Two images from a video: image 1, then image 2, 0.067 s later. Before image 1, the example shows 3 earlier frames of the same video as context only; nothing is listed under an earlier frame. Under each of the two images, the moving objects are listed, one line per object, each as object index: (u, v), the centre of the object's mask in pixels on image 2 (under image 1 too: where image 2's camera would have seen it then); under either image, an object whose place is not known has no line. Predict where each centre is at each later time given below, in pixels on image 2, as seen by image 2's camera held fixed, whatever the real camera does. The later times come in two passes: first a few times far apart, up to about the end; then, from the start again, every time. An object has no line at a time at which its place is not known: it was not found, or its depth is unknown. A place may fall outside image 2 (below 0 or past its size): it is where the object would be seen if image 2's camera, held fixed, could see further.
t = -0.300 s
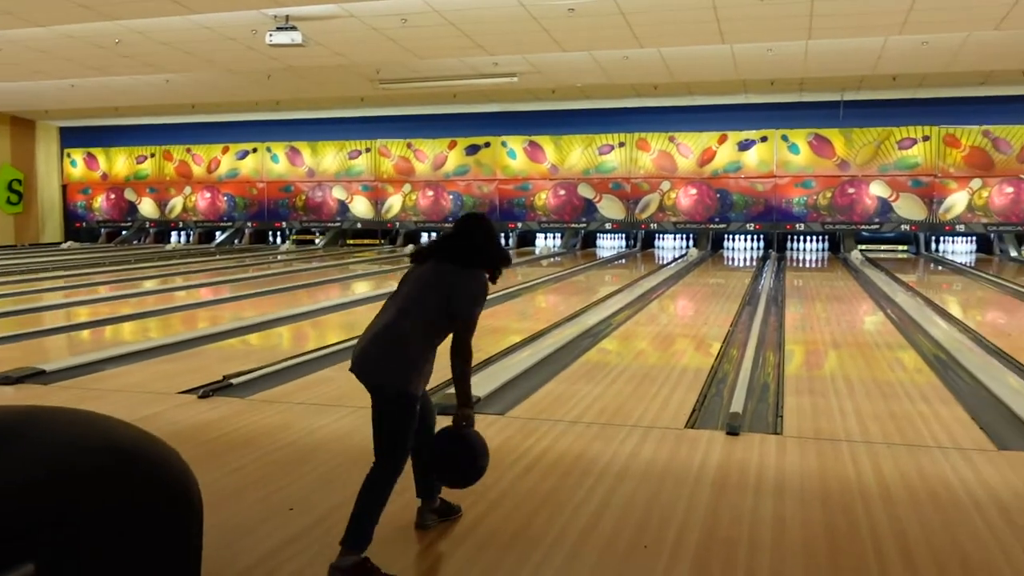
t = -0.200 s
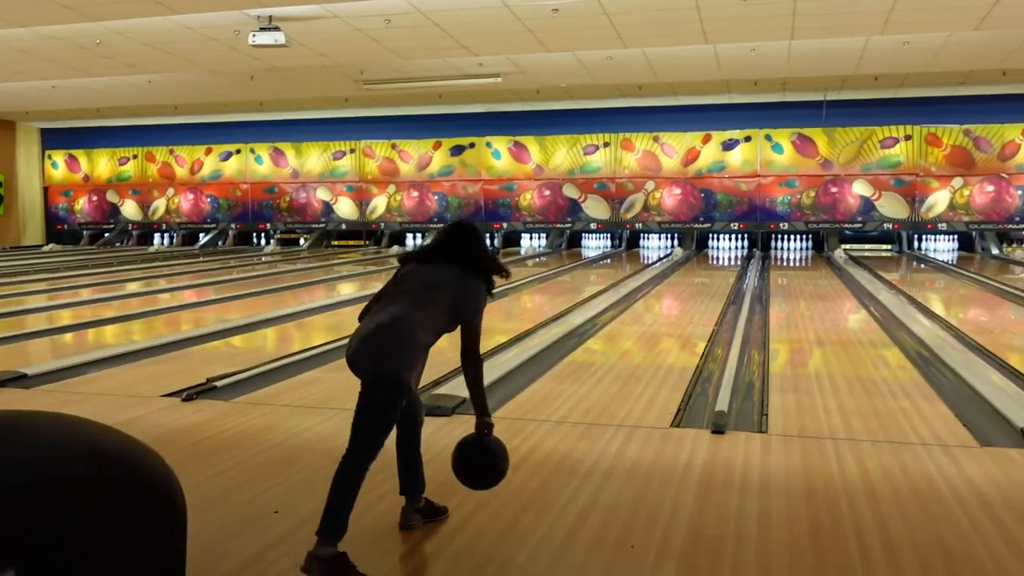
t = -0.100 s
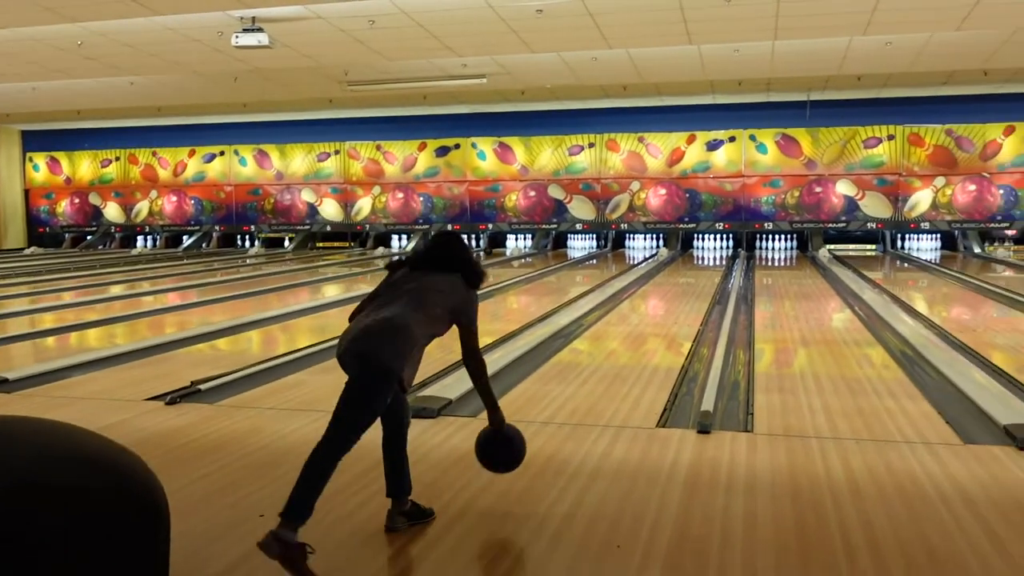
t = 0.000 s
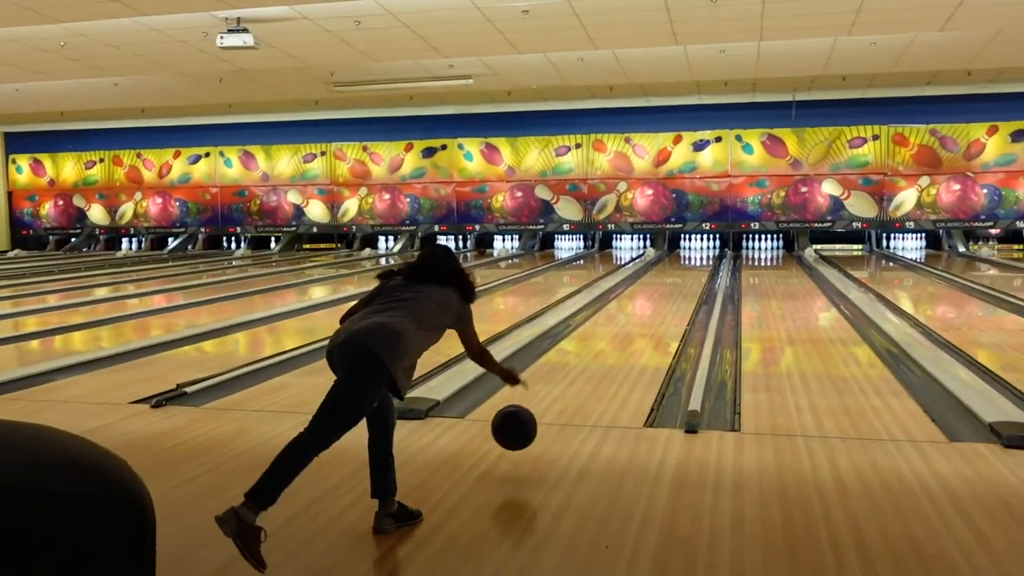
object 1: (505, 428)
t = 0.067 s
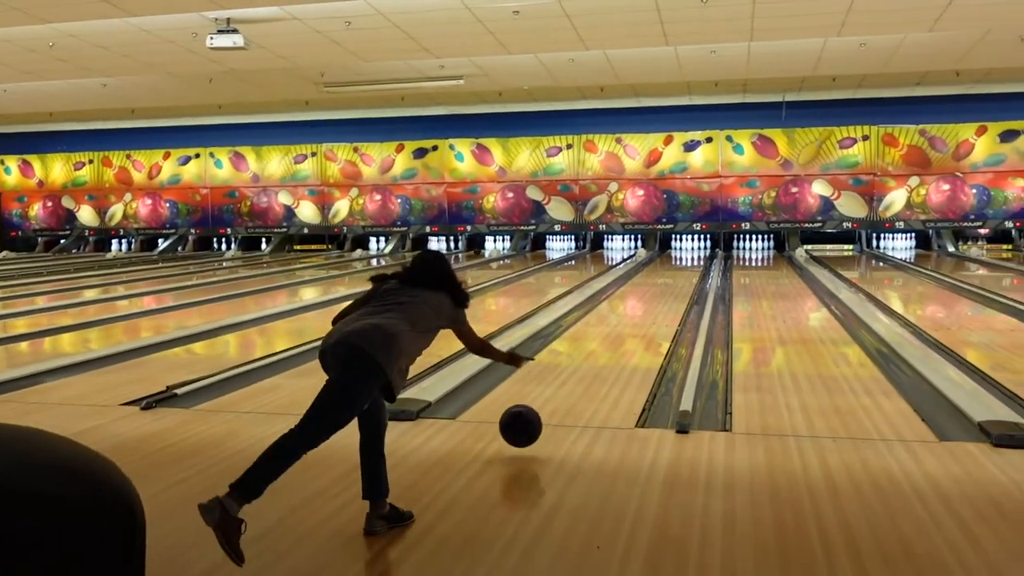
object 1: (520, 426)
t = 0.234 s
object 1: (549, 404)
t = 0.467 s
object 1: (578, 372)
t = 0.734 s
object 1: (599, 346)
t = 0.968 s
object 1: (612, 330)
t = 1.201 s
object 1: (621, 318)
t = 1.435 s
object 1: (628, 309)
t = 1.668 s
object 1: (633, 301)
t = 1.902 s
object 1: (638, 294)
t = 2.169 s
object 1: (642, 288)
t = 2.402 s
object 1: (645, 283)
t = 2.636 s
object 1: (648, 279)
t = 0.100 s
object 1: (527, 428)
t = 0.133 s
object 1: (533, 420)
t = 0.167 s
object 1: (539, 413)
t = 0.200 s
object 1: (544, 409)
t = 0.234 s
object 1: (549, 404)
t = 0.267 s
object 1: (554, 399)
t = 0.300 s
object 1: (559, 394)
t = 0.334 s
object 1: (563, 389)
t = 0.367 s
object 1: (567, 384)
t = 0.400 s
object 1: (571, 380)
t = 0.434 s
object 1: (574, 376)
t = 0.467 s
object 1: (578, 372)
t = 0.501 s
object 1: (581, 368)
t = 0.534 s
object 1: (584, 365)
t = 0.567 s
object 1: (587, 361)
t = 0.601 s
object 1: (589, 358)
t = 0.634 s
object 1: (592, 355)
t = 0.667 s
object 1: (594, 352)
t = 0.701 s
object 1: (597, 349)
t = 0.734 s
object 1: (599, 346)
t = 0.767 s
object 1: (601, 343)
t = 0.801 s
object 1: (603, 341)
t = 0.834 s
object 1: (605, 339)
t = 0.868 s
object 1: (607, 336)
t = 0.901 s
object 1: (609, 334)
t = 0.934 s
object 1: (610, 332)
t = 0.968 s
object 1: (612, 330)
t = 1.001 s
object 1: (613, 328)
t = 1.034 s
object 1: (615, 326)
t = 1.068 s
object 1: (616, 325)
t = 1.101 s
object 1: (617, 323)
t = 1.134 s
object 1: (619, 321)
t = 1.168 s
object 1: (620, 320)
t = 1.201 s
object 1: (621, 318)
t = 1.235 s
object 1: (622, 317)
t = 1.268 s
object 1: (623, 315)
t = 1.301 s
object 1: (625, 314)
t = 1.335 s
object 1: (626, 312)
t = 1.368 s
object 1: (627, 311)
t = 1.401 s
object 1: (627, 310)
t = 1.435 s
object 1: (628, 309)
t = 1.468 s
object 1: (629, 307)
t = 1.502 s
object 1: (630, 306)
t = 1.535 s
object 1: (631, 305)
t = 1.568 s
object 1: (631, 304)
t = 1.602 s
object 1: (632, 303)
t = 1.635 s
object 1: (633, 302)
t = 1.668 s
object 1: (633, 301)
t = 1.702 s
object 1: (634, 300)
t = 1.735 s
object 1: (635, 299)
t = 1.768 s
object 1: (635, 298)
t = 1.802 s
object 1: (636, 297)
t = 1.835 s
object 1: (636, 296)
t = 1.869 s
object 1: (637, 295)
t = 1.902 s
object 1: (638, 294)
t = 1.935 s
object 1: (638, 294)
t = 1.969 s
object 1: (639, 293)
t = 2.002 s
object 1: (639, 292)
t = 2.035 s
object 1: (640, 291)
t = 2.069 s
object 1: (640, 290)
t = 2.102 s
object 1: (641, 290)
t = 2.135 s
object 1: (641, 289)
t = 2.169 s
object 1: (642, 288)
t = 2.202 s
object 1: (642, 287)
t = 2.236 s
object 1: (643, 287)
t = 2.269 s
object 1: (643, 286)
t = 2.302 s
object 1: (644, 285)
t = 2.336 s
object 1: (644, 284)
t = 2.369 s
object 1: (645, 284)
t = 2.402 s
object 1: (645, 283)
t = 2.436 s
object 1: (645, 283)
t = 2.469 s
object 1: (646, 282)
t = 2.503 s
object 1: (647, 281)
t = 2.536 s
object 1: (647, 280)
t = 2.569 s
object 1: (647, 280)
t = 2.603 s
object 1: (648, 279)
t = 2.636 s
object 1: (648, 279)
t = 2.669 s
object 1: (648, 278)
